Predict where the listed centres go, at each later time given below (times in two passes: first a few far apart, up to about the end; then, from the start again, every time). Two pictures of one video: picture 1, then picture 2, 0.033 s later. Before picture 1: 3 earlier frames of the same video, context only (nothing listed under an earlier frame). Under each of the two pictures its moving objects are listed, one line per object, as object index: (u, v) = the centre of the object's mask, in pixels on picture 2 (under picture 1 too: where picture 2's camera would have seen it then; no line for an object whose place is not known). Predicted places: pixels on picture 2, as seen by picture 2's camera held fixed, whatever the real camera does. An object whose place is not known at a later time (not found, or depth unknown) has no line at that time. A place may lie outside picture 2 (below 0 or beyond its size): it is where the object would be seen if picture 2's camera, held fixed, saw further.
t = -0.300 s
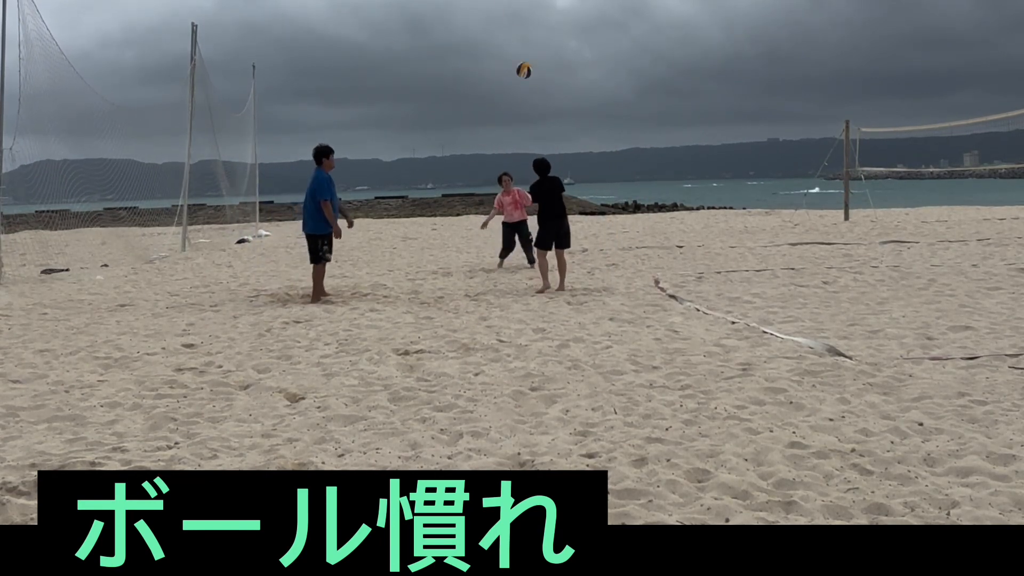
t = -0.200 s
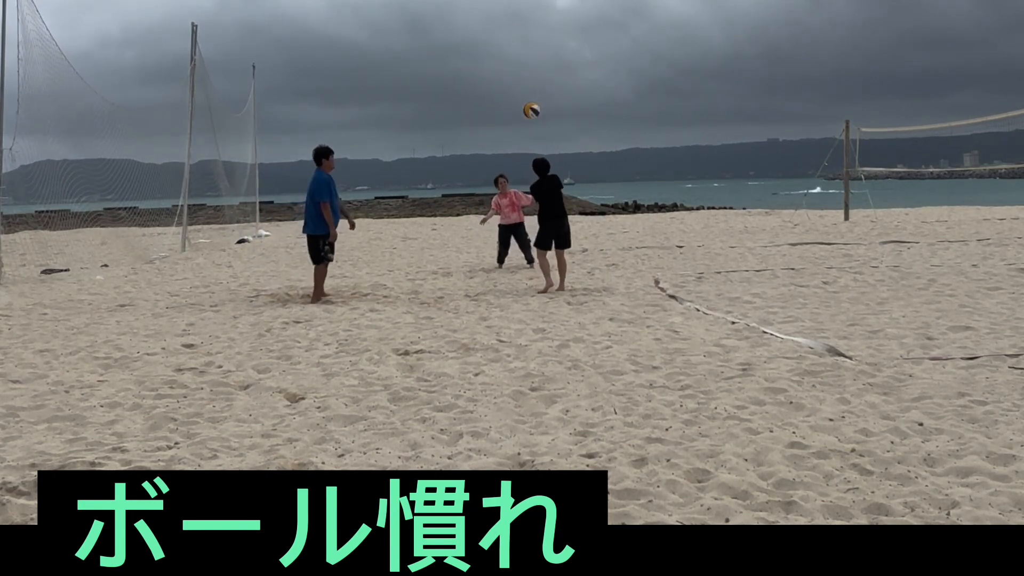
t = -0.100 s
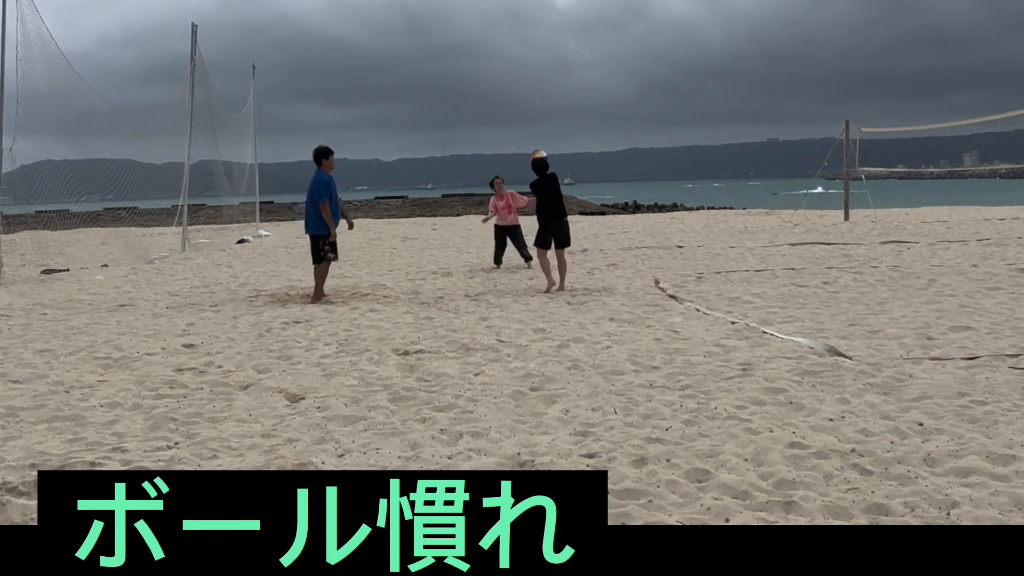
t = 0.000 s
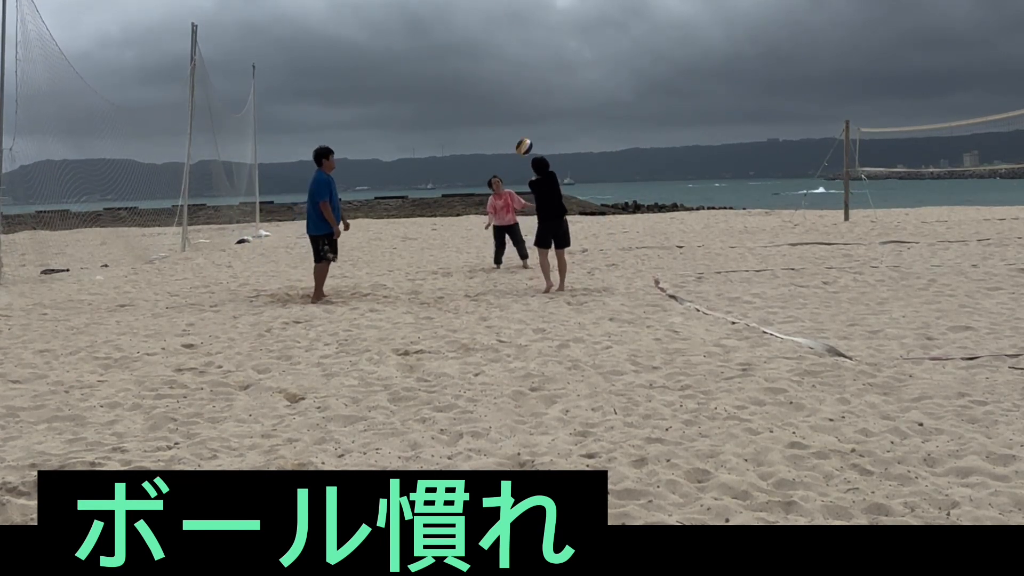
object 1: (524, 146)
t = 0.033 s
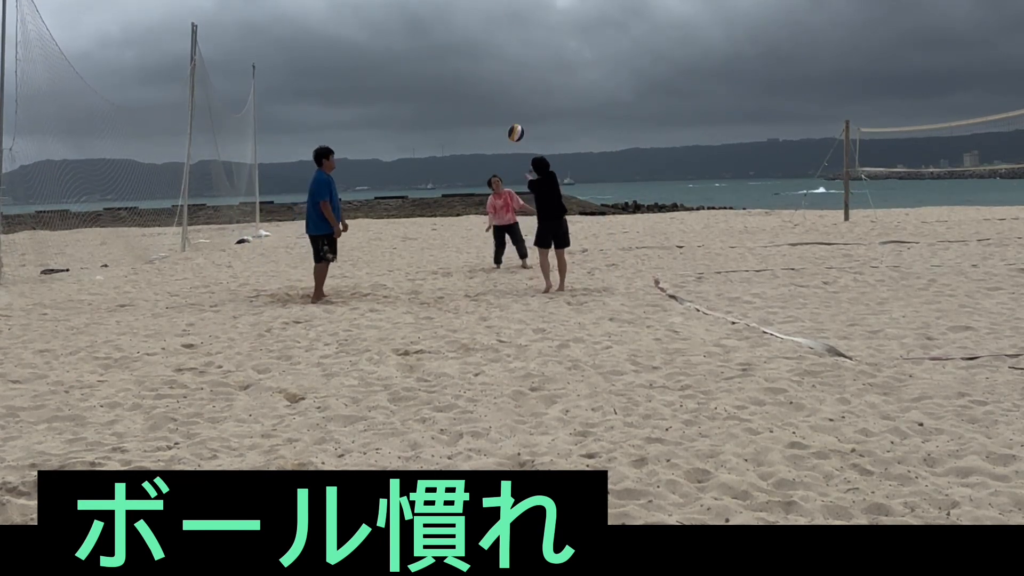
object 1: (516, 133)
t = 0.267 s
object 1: (460, 61)
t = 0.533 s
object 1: (403, 32)
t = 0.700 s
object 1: (371, 41)
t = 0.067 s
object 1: (508, 120)
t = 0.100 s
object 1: (499, 108)
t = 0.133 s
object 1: (491, 97)
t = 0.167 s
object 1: (483, 86)
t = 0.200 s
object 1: (476, 77)
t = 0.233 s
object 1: (468, 68)
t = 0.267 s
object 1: (460, 61)
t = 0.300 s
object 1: (453, 54)
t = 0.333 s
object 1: (445, 48)
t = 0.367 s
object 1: (438, 43)
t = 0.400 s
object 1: (431, 39)
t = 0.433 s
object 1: (424, 36)
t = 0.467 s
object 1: (417, 33)
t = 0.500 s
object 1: (410, 32)
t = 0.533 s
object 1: (403, 32)
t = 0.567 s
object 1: (397, 32)
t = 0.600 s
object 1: (390, 33)
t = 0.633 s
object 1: (384, 35)
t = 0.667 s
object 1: (377, 37)
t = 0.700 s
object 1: (371, 41)
